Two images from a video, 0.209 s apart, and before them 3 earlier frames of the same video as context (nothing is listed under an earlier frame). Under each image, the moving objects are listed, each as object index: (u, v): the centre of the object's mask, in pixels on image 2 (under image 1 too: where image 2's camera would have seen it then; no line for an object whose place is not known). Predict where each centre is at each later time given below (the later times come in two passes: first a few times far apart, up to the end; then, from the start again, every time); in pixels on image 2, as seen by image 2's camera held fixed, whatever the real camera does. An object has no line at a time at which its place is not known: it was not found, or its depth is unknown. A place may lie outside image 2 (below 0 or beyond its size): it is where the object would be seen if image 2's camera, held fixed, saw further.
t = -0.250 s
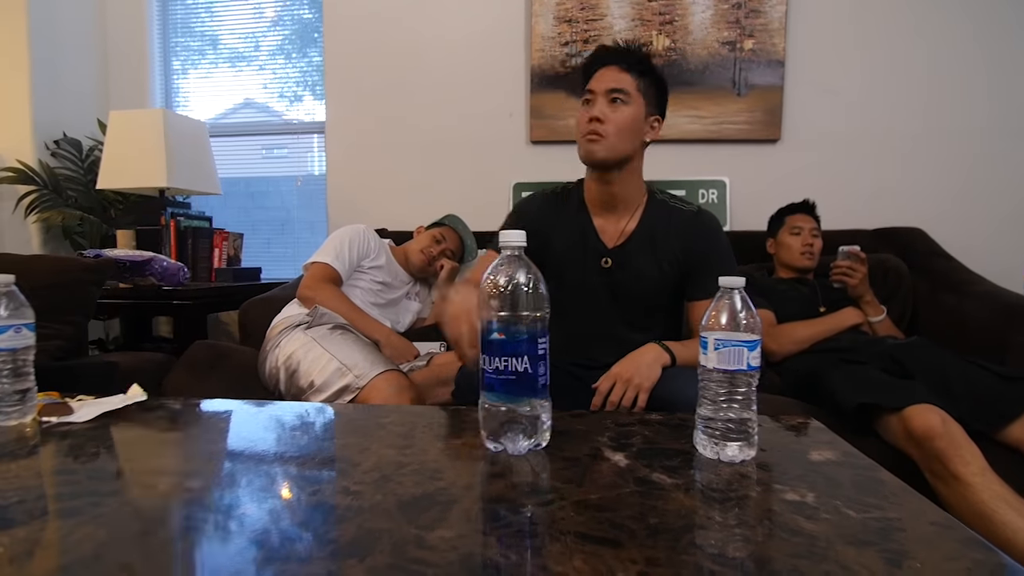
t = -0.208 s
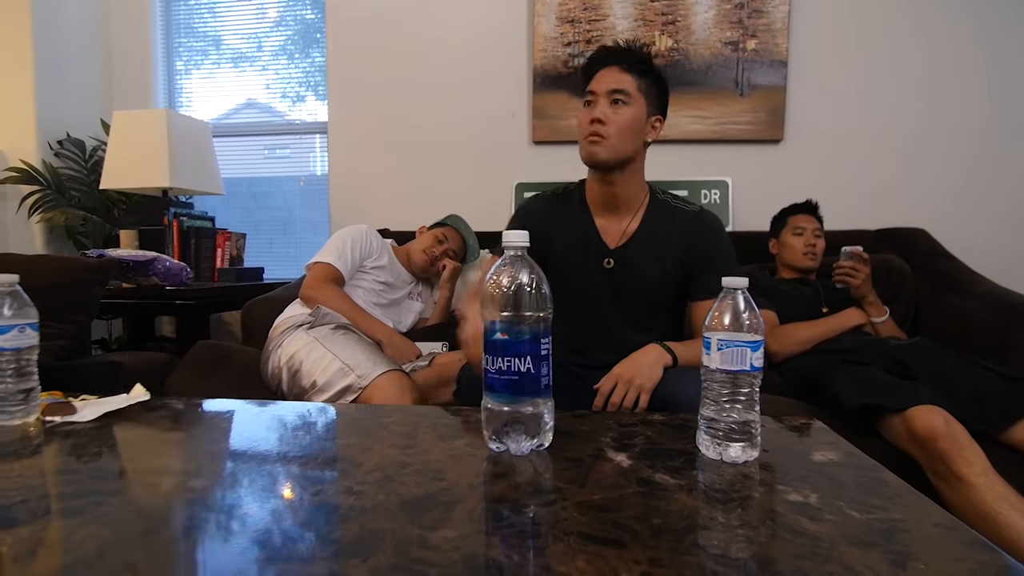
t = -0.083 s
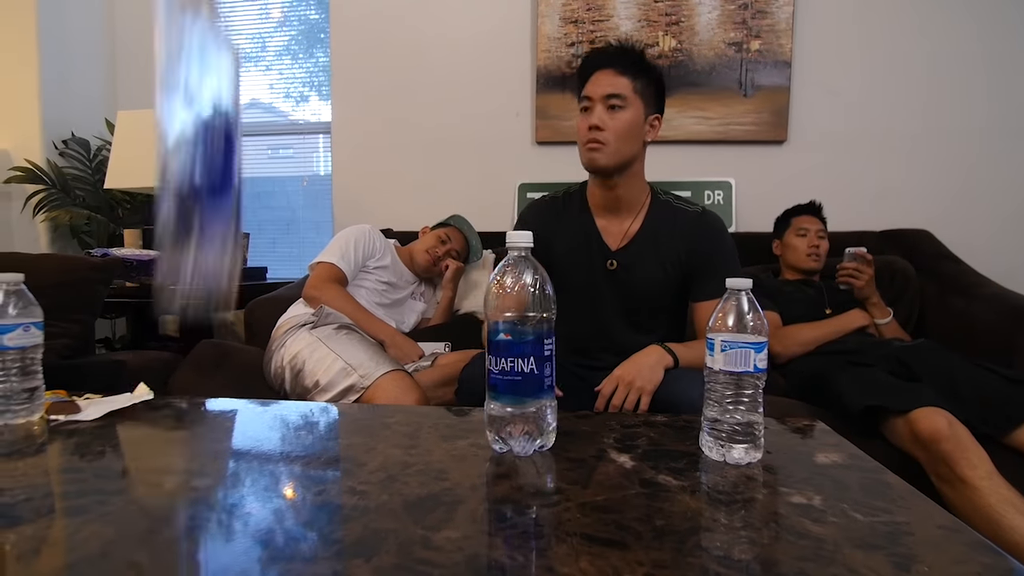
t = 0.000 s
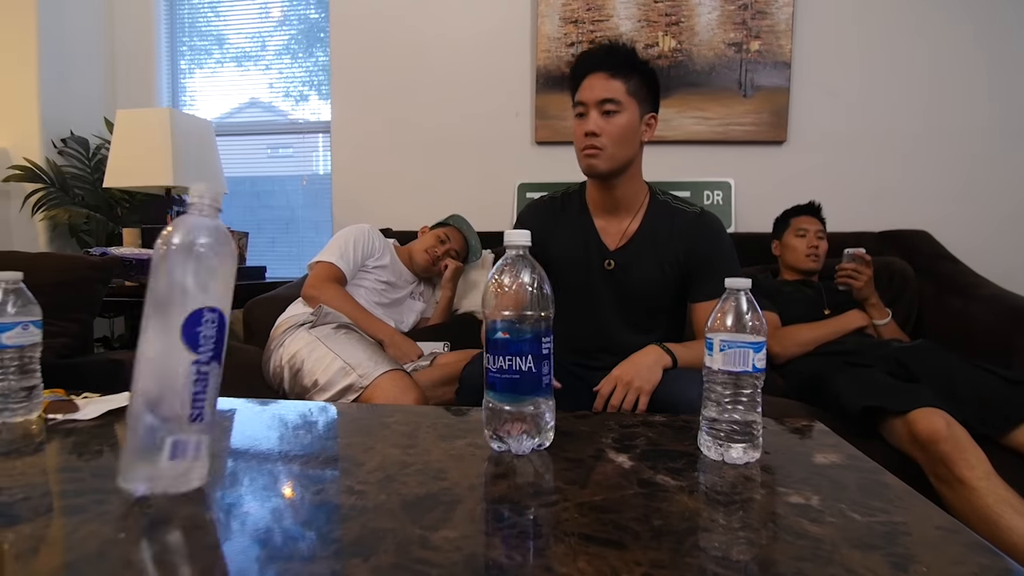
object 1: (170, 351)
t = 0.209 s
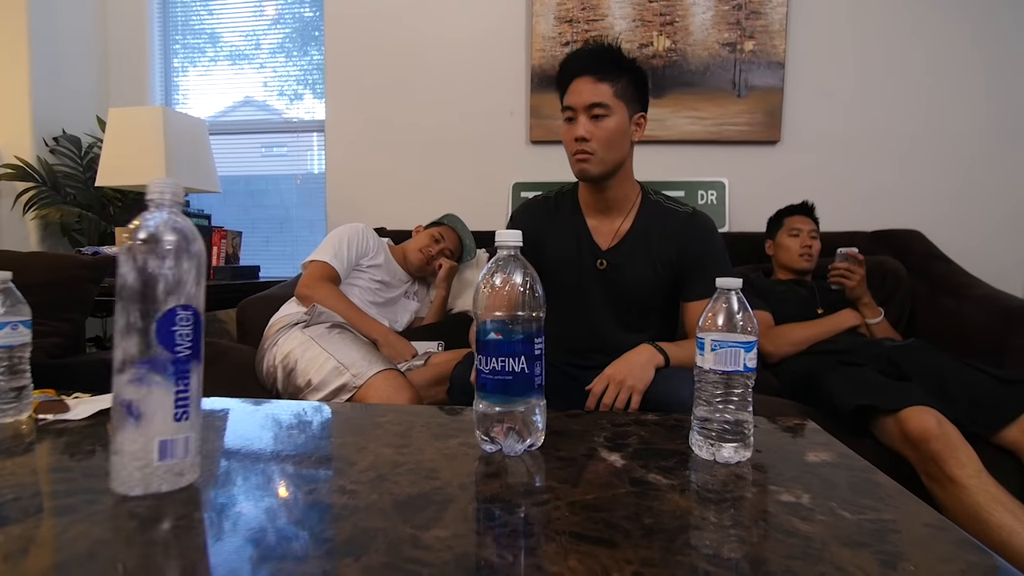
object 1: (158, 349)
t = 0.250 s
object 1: (155, 348)
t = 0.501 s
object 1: (144, 349)
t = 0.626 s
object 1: (144, 349)
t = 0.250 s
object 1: (155, 348)
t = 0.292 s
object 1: (150, 346)
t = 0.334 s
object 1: (148, 346)
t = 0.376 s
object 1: (145, 347)
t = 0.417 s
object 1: (143, 349)
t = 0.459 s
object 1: (145, 349)
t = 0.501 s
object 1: (144, 349)
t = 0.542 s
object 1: (144, 349)
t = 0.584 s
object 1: (144, 349)
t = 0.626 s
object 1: (144, 349)
